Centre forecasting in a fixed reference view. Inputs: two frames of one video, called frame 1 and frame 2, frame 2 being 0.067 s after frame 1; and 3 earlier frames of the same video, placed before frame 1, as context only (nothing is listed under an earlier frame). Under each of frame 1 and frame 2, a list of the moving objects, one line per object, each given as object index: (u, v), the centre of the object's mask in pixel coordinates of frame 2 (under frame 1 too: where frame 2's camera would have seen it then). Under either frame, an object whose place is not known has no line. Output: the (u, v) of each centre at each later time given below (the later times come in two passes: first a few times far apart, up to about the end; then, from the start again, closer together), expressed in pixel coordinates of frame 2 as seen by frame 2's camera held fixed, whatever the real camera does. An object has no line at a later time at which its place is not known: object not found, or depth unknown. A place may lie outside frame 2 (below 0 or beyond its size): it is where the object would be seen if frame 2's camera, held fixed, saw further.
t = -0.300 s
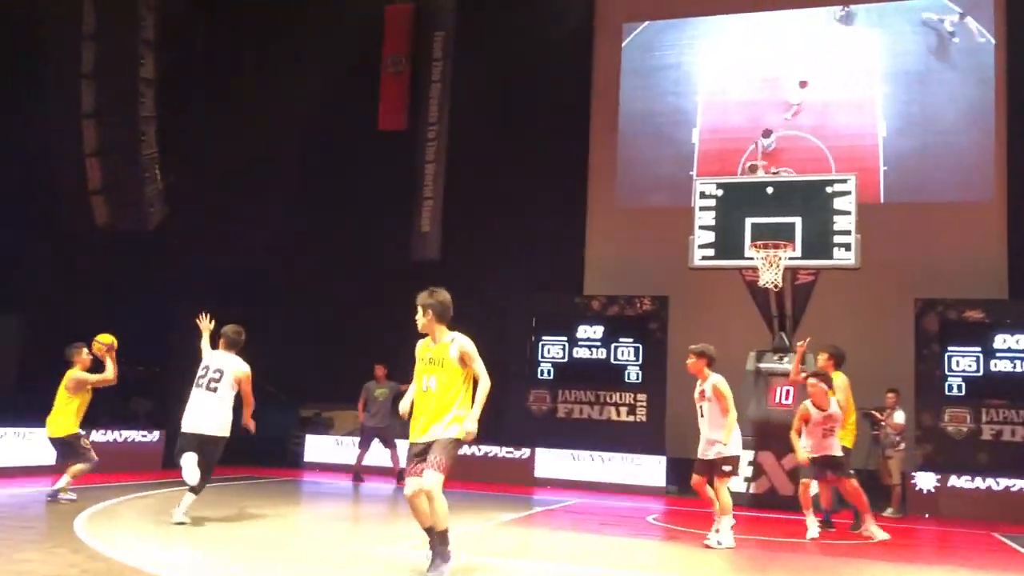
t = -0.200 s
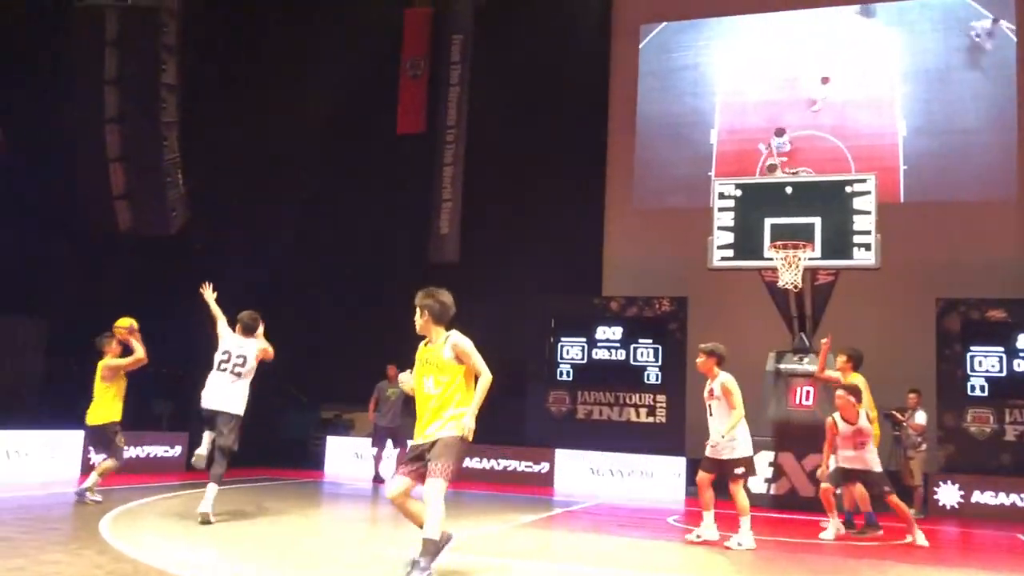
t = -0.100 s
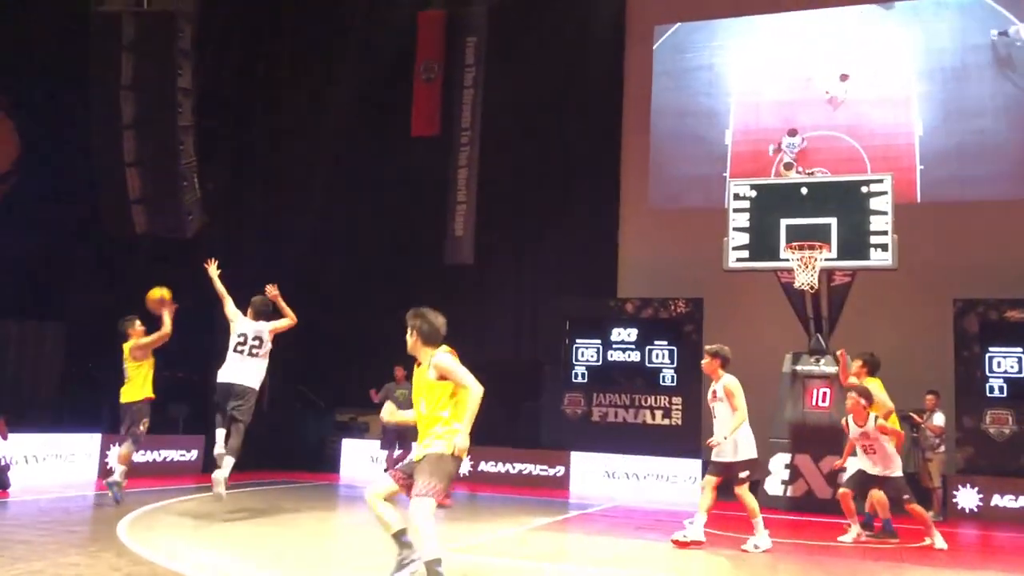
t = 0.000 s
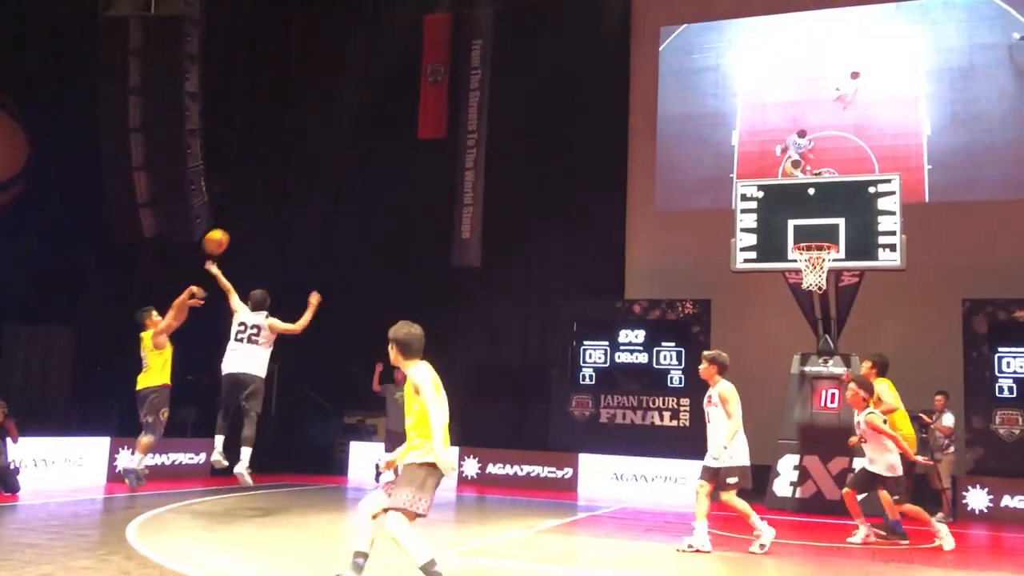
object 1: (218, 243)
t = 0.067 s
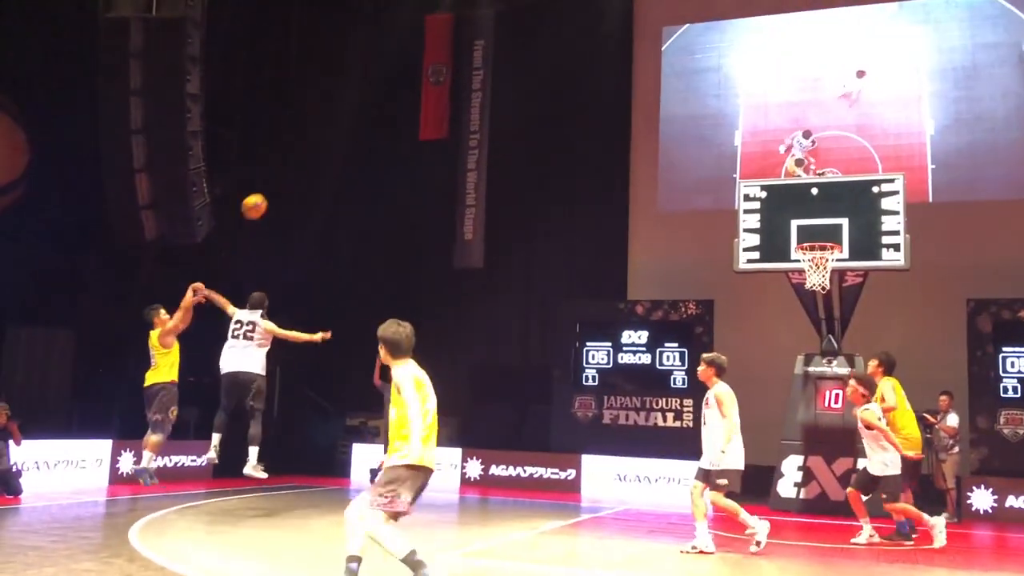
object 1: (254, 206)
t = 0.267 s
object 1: (356, 122)
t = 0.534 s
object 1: (481, 66)
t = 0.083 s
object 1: (262, 198)
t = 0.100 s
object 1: (272, 189)
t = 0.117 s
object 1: (280, 182)
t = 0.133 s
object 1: (289, 174)
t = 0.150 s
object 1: (297, 167)
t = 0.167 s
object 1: (306, 159)
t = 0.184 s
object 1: (314, 152)
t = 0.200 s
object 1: (323, 146)
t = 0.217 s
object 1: (331, 139)
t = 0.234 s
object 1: (340, 134)
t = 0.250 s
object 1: (348, 128)
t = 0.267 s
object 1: (356, 122)
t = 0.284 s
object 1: (364, 117)
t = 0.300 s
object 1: (372, 112)
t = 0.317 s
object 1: (381, 107)
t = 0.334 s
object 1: (388, 102)
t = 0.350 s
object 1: (397, 98)
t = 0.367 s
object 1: (404, 94)
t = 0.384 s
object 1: (412, 90)
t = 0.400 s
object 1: (420, 87)
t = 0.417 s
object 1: (428, 83)
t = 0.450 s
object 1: (443, 77)
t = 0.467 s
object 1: (450, 75)
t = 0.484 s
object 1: (458, 72)
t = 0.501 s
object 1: (466, 70)
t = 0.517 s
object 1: (473, 68)
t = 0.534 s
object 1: (481, 66)
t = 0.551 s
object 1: (489, 65)
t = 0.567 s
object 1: (496, 63)
